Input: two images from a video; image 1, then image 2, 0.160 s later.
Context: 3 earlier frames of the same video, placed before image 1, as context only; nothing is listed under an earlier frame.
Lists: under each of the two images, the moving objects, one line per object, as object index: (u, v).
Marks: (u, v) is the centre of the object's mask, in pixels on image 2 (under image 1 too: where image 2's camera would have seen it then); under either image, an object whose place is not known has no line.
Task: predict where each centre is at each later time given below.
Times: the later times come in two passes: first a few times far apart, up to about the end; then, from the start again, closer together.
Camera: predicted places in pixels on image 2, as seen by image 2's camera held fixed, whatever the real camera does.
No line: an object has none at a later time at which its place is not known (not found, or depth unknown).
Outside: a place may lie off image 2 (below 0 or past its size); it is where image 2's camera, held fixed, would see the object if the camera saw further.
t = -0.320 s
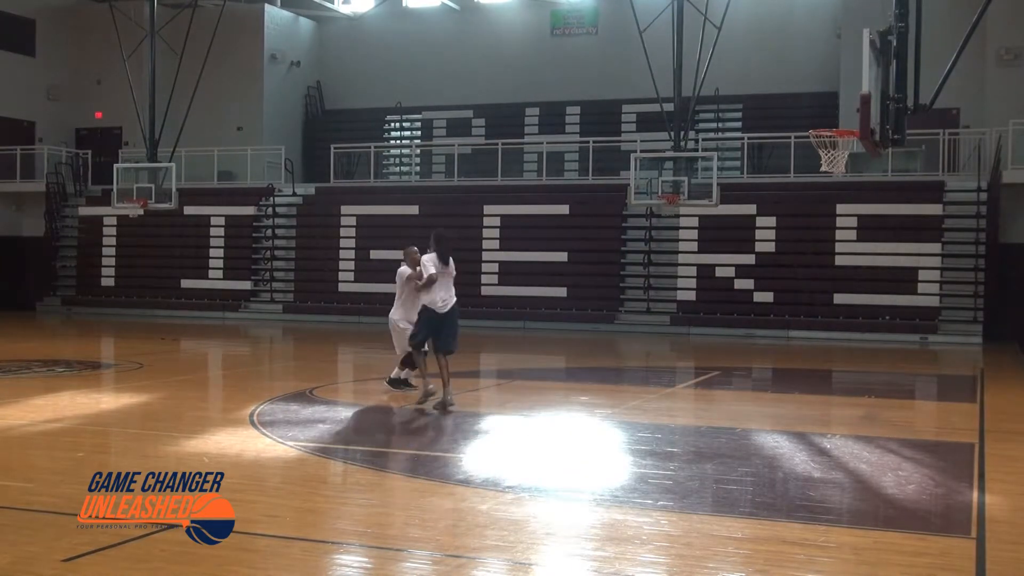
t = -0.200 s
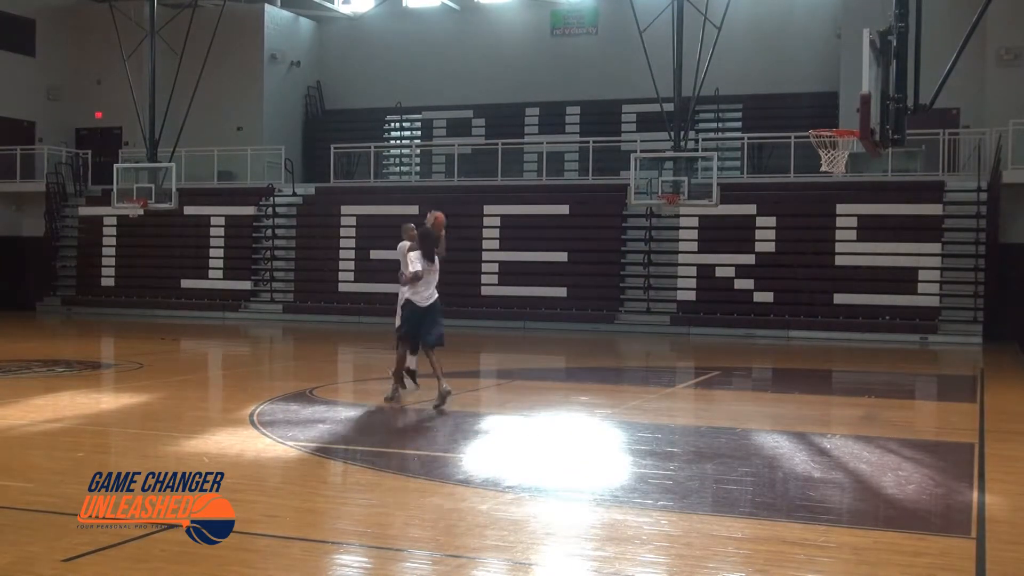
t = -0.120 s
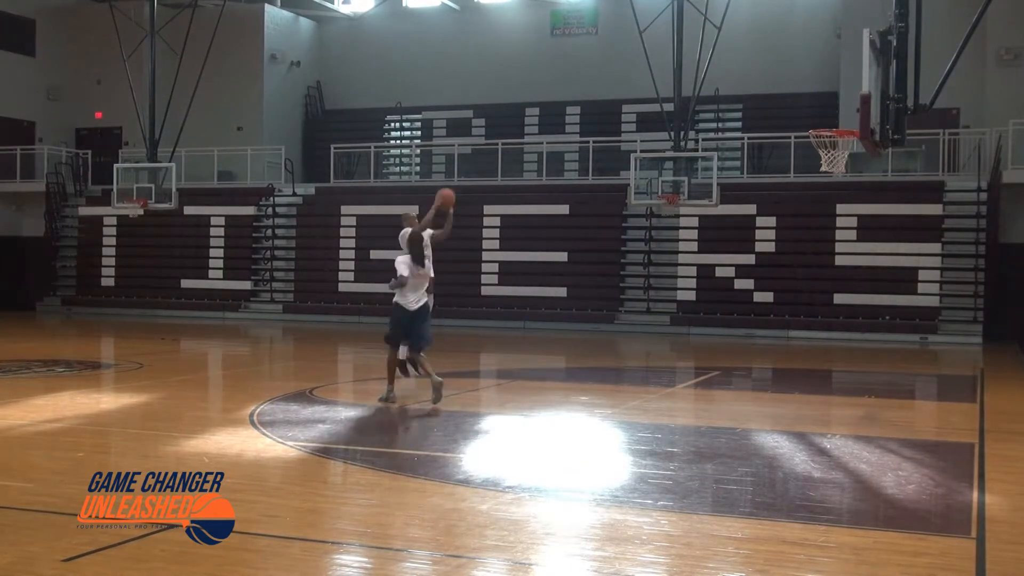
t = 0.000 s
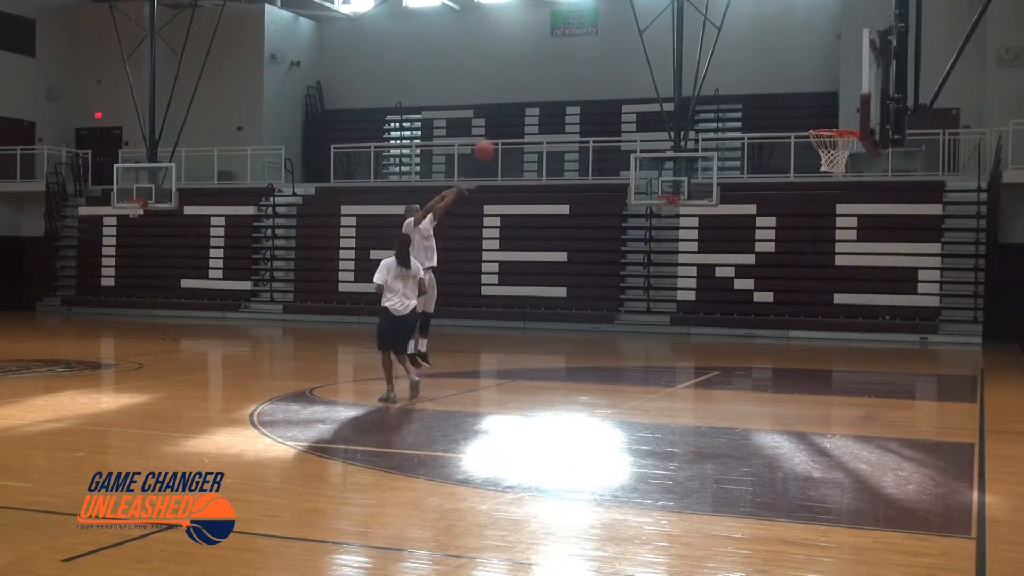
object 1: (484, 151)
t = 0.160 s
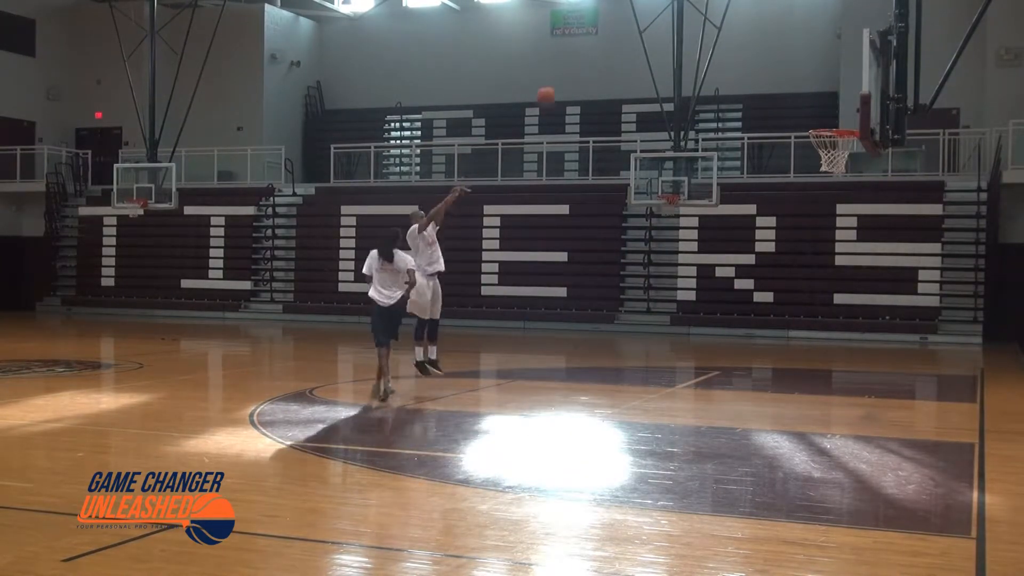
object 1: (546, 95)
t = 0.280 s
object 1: (592, 71)
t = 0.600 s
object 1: (722, 54)
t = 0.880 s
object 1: (840, 113)
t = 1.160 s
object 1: (810, 122)
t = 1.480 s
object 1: (740, 193)
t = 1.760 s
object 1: (682, 316)
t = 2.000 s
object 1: (652, 337)
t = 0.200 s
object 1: (561, 87)
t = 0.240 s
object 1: (576, 78)
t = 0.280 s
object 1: (592, 71)
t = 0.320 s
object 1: (608, 64)
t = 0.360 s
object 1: (624, 58)
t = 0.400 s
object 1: (640, 54)
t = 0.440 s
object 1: (657, 52)
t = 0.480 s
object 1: (673, 50)
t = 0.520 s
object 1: (689, 51)
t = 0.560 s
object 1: (705, 52)
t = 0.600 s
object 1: (722, 54)
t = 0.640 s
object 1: (739, 59)
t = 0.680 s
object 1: (756, 64)
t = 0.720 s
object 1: (773, 71)
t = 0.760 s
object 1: (790, 79)
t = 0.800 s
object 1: (806, 90)
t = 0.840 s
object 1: (823, 101)
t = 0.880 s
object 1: (840, 113)
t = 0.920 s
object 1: (852, 121)
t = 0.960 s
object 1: (852, 120)
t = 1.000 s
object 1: (847, 119)
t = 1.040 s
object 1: (837, 118)
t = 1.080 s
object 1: (828, 118)
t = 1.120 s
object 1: (819, 119)
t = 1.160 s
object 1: (810, 122)
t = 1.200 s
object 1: (801, 127)
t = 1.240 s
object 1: (792, 132)
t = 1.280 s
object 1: (783, 140)
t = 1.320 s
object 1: (774, 148)
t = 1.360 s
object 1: (765, 158)
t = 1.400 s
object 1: (757, 168)
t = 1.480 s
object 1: (740, 193)
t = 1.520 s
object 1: (731, 208)
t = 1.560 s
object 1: (723, 224)
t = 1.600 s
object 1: (714, 240)
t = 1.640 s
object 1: (706, 258)
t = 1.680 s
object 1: (699, 276)
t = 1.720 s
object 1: (690, 296)
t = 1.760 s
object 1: (682, 316)
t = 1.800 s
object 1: (674, 335)
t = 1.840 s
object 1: (666, 361)
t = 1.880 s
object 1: (658, 385)
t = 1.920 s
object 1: (656, 368)
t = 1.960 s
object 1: (654, 352)
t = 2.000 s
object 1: (652, 337)
